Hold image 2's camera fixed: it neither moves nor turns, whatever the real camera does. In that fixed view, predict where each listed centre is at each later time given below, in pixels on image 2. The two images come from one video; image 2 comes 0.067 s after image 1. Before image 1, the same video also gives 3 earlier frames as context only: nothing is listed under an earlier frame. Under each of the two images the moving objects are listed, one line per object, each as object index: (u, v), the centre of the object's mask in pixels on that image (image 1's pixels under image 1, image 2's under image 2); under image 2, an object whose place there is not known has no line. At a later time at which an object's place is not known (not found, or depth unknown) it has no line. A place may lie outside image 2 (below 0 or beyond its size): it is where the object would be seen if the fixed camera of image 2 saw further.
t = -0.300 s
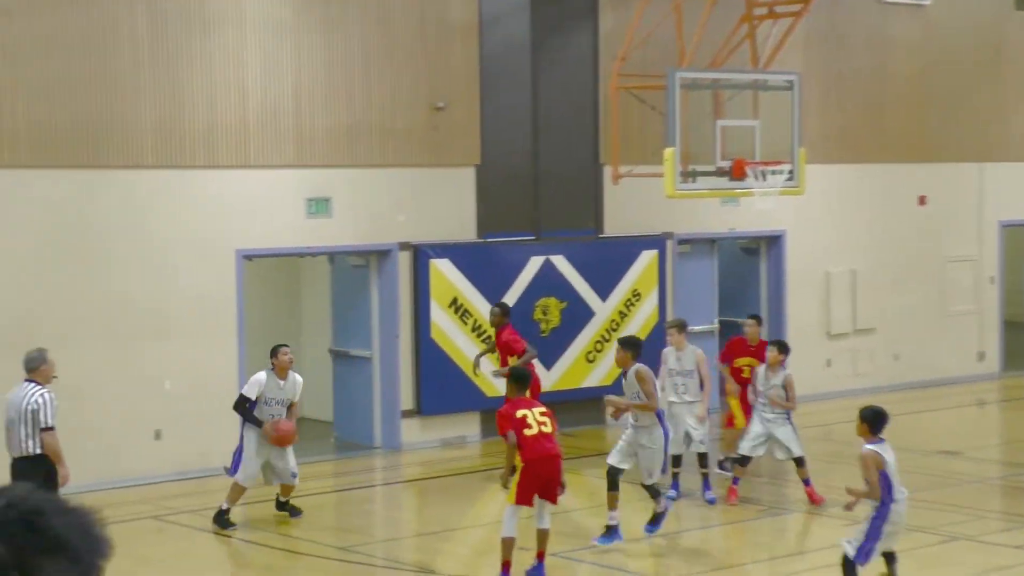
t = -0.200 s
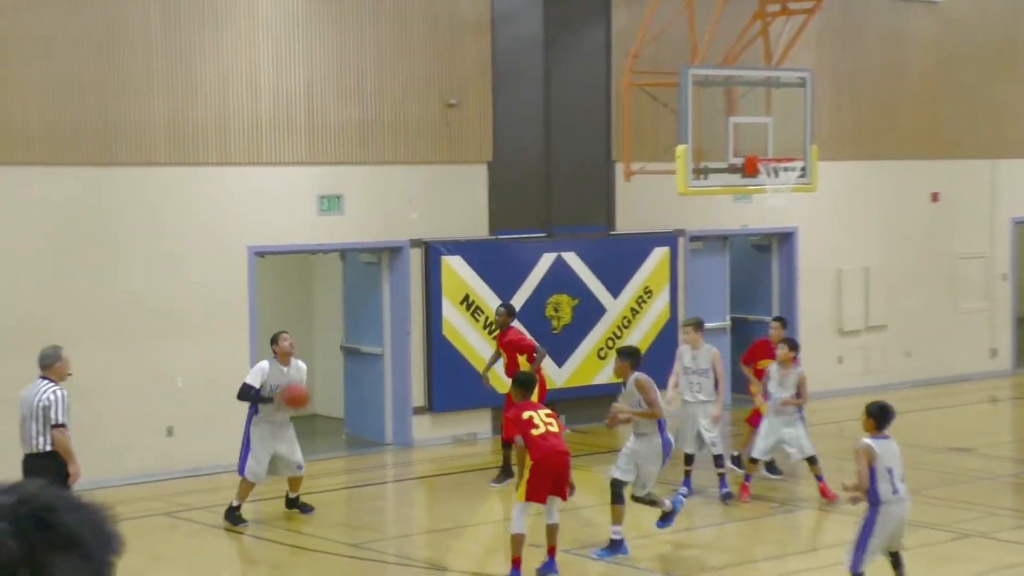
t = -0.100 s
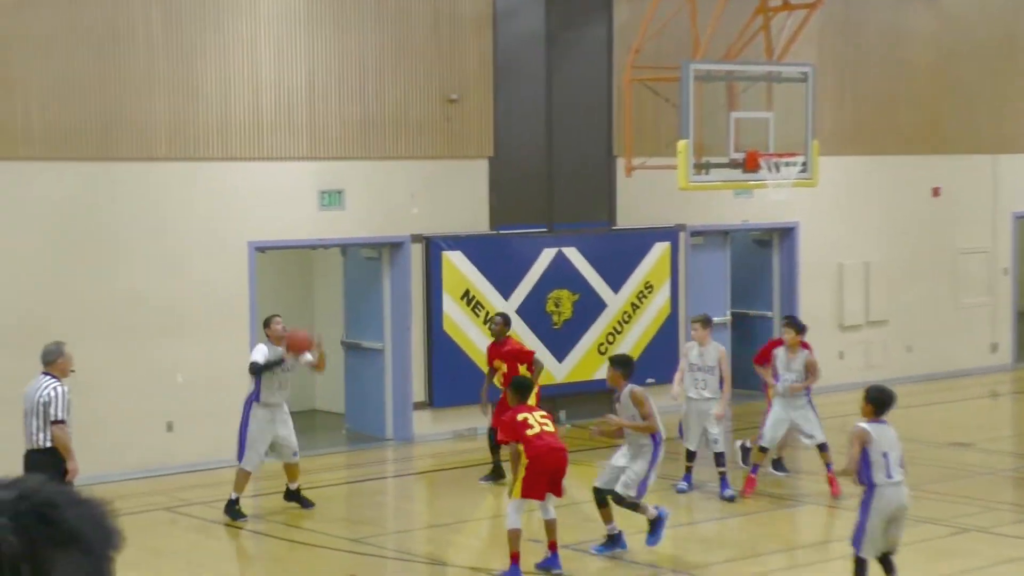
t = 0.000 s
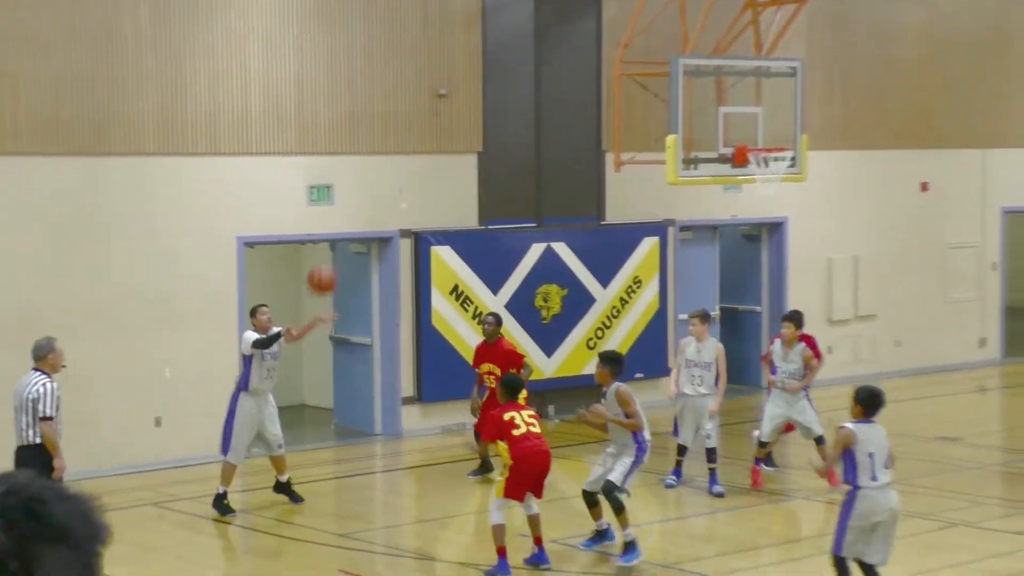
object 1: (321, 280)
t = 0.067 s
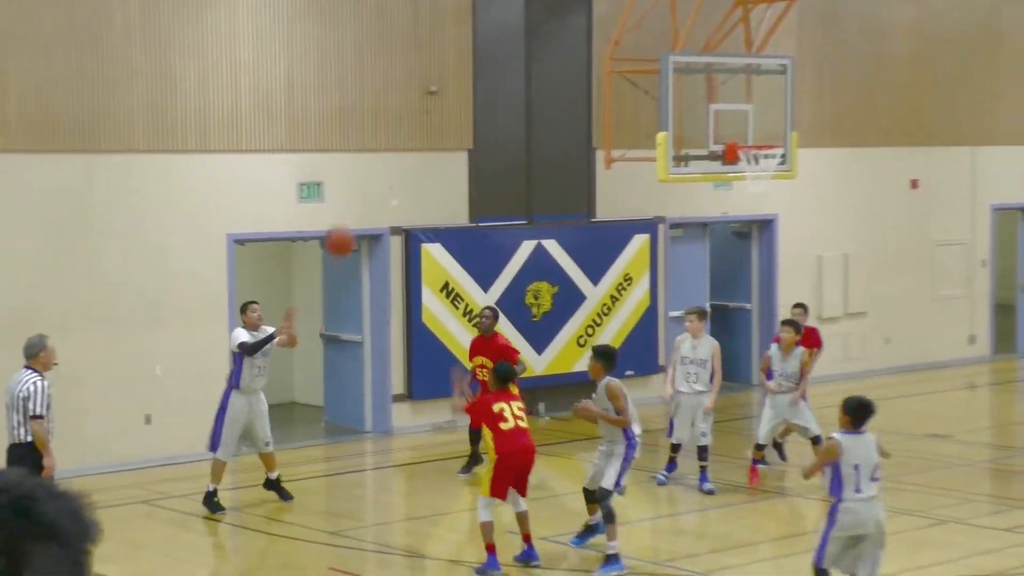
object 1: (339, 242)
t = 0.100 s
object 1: (354, 224)
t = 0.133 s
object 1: (368, 208)
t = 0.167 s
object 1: (383, 194)
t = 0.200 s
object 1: (398, 180)
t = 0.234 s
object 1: (413, 168)
